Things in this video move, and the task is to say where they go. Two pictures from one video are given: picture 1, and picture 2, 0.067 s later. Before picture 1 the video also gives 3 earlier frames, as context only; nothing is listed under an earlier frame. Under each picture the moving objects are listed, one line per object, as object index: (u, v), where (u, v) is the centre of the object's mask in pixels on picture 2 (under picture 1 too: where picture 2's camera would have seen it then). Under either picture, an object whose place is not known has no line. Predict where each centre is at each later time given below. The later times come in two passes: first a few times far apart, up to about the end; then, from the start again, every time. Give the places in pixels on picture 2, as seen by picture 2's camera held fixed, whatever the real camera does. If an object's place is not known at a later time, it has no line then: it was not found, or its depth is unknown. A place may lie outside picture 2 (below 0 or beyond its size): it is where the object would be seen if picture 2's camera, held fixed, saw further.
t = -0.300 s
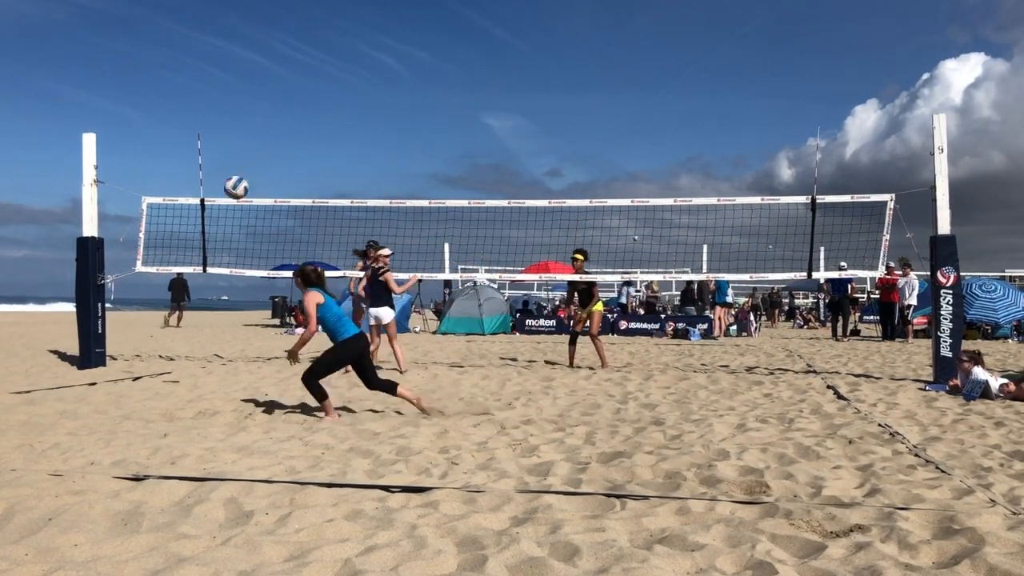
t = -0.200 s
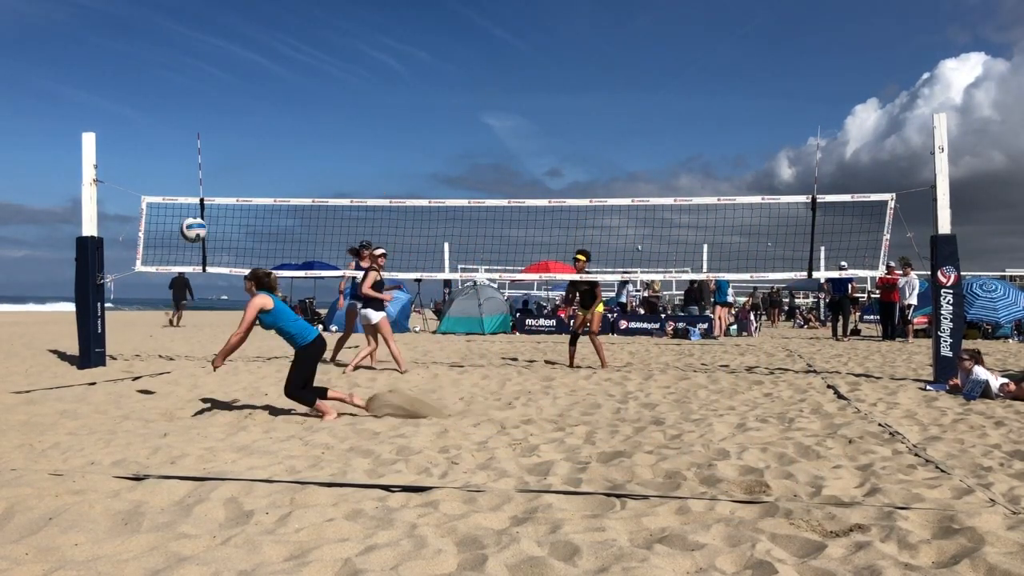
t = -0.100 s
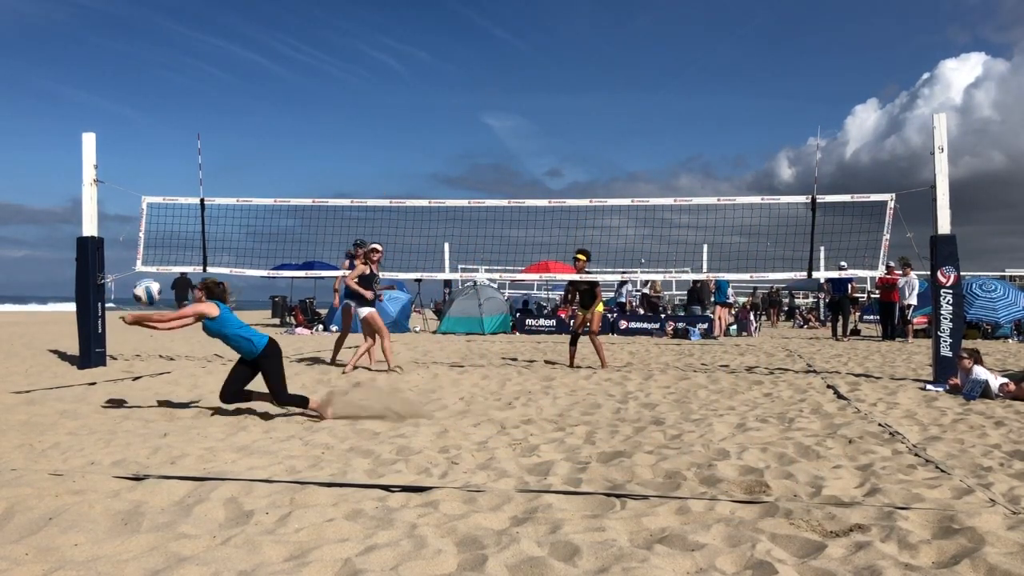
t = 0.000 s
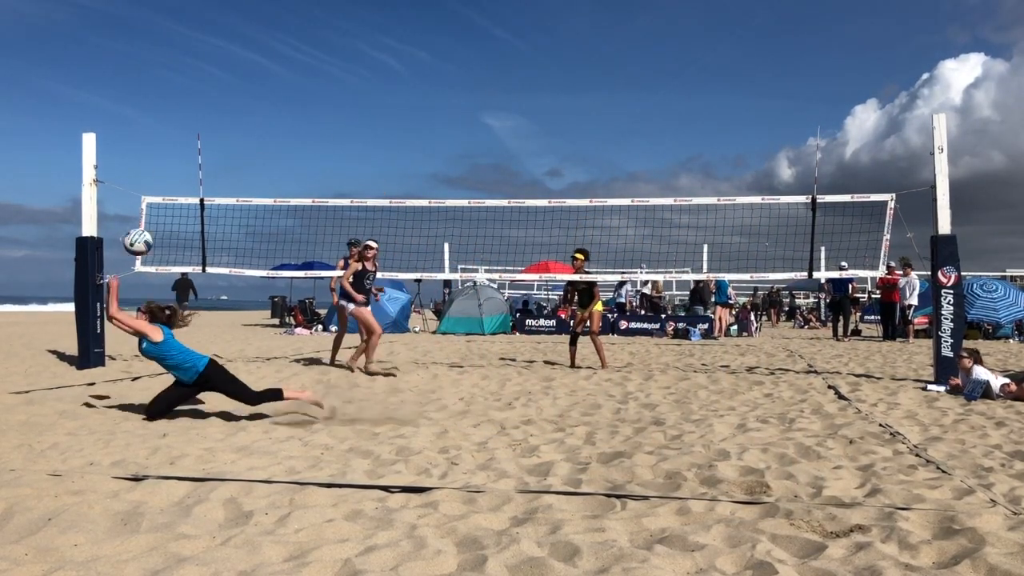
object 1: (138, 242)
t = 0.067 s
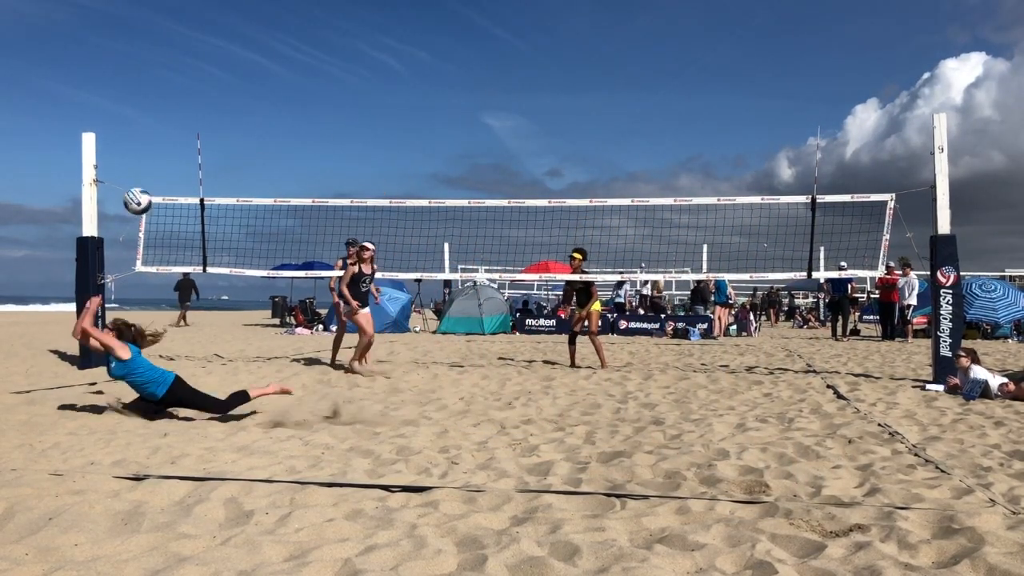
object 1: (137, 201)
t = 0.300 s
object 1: (139, 104)
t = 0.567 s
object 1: (141, 74)
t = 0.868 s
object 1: (142, 133)
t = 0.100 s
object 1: (138, 183)
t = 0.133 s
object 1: (138, 166)
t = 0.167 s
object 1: (138, 151)
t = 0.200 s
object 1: (138, 137)
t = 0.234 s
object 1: (138, 125)
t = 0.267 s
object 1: (137, 114)
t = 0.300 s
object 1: (139, 104)
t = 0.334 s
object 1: (139, 96)
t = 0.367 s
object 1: (140, 89)
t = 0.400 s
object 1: (140, 84)
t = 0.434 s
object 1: (140, 80)
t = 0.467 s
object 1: (140, 76)
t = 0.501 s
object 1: (140, 74)
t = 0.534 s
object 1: (141, 74)
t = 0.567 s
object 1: (141, 74)
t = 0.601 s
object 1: (142, 77)
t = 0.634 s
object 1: (142, 80)
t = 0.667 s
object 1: (141, 84)
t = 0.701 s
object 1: (141, 89)
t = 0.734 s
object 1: (142, 96)
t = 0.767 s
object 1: (142, 103)
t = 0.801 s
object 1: (142, 112)
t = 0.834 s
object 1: (143, 122)
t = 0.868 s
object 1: (142, 133)
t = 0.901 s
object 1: (142, 145)
